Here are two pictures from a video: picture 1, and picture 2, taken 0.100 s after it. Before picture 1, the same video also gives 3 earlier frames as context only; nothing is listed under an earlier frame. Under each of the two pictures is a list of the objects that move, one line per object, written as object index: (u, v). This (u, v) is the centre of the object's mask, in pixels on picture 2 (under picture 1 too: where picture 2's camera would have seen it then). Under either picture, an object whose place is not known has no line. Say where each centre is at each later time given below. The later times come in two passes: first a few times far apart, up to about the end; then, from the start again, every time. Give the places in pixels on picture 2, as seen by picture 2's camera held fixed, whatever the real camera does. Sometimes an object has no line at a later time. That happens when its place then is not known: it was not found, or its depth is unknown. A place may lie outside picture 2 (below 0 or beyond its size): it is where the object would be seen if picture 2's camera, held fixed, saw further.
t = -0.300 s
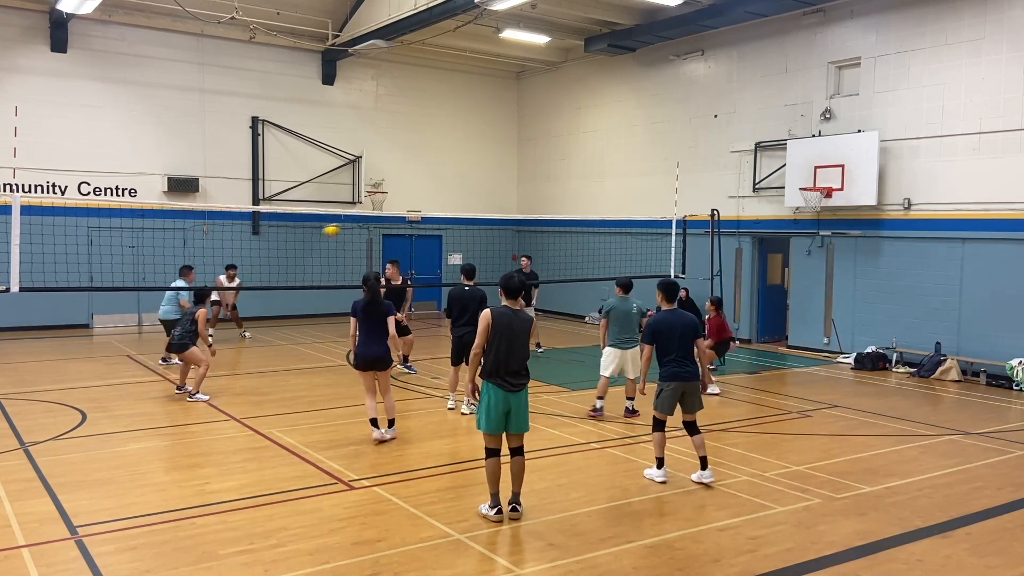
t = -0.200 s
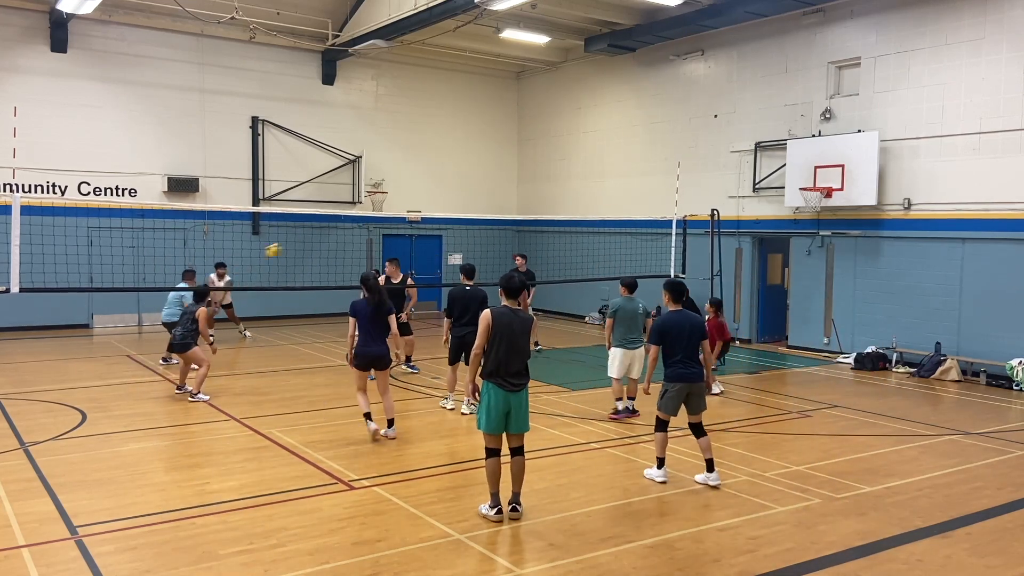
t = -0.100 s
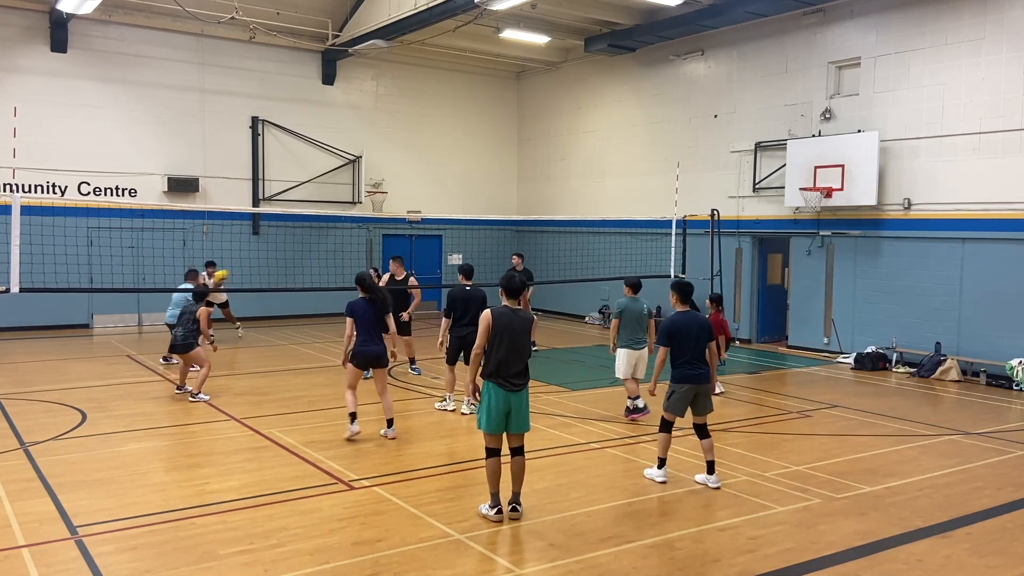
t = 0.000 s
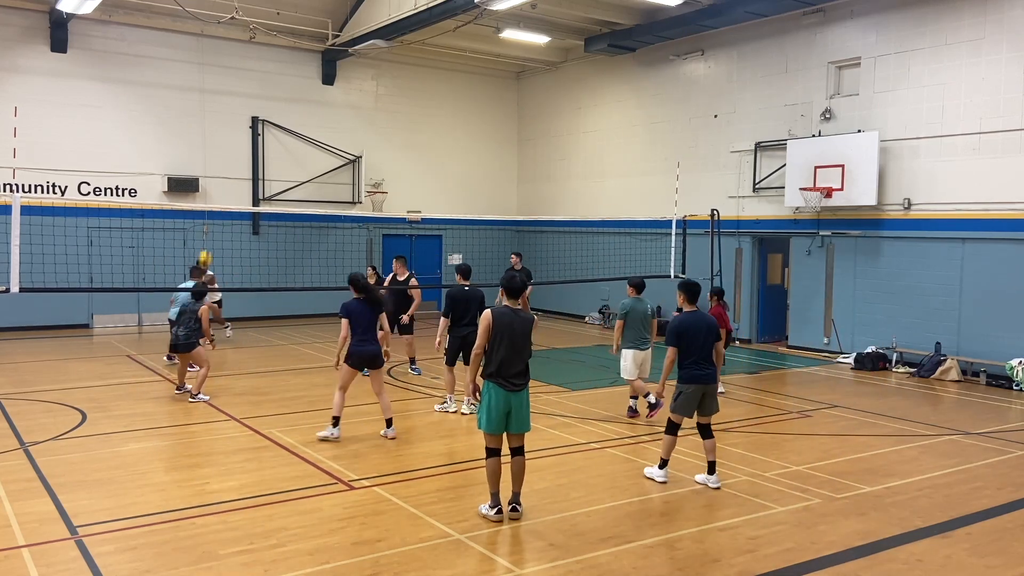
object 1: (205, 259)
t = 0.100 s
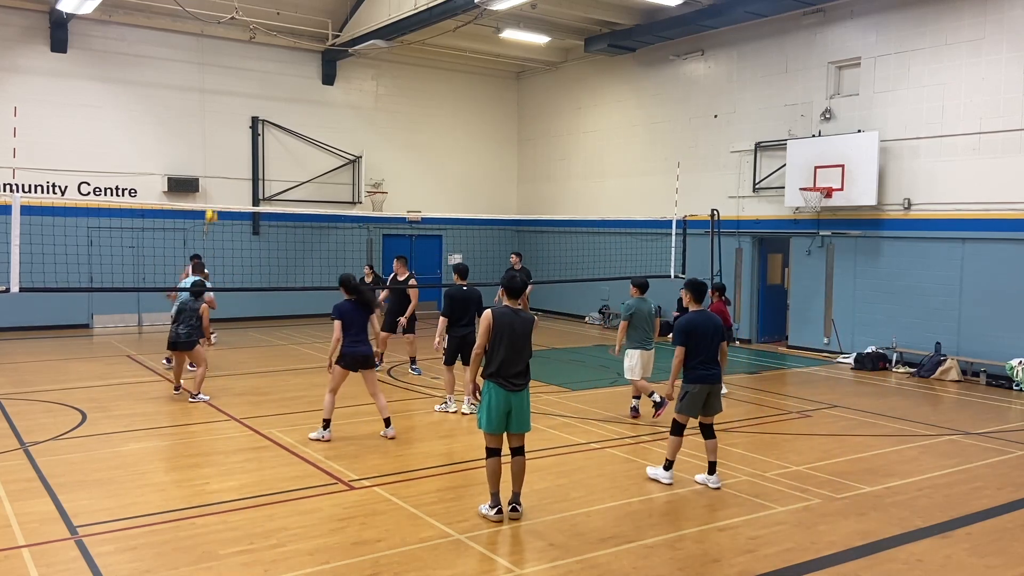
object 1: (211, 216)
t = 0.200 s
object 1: (217, 179)
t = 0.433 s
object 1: (232, 113)
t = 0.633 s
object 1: (245, 80)
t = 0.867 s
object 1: (261, 70)
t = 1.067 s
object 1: (275, 89)
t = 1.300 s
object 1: (293, 145)
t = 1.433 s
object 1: (304, 193)
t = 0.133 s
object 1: (213, 201)
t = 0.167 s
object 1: (215, 191)
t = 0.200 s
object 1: (217, 179)
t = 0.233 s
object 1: (219, 168)
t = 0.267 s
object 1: (221, 157)
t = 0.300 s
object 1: (224, 147)
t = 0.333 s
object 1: (226, 139)
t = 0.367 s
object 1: (228, 129)
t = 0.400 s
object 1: (230, 121)
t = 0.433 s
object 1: (232, 113)
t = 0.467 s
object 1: (234, 106)
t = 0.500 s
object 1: (236, 99)
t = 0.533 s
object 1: (238, 94)
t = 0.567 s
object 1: (240, 88)
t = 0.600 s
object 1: (243, 84)
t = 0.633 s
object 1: (245, 80)
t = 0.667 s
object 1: (247, 76)
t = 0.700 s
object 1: (249, 74)
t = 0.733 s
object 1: (251, 72)
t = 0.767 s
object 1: (254, 70)
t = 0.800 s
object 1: (256, 70)
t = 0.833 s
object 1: (258, 70)
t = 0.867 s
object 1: (261, 70)
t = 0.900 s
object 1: (263, 72)
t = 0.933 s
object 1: (265, 74)
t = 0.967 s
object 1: (267, 76)
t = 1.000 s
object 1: (270, 80)
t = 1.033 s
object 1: (273, 85)
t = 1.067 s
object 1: (275, 89)
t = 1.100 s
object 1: (277, 95)
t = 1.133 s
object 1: (280, 103)
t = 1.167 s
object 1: (283, 109)
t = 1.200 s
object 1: (285, 117)
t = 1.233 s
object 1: (287, 126)
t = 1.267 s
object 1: (290, 134)
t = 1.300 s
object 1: (293, 145)
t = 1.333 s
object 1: (296, 157)
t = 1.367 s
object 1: (299, 167)
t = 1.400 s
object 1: (301, 180)
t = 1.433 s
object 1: (304, 193)
